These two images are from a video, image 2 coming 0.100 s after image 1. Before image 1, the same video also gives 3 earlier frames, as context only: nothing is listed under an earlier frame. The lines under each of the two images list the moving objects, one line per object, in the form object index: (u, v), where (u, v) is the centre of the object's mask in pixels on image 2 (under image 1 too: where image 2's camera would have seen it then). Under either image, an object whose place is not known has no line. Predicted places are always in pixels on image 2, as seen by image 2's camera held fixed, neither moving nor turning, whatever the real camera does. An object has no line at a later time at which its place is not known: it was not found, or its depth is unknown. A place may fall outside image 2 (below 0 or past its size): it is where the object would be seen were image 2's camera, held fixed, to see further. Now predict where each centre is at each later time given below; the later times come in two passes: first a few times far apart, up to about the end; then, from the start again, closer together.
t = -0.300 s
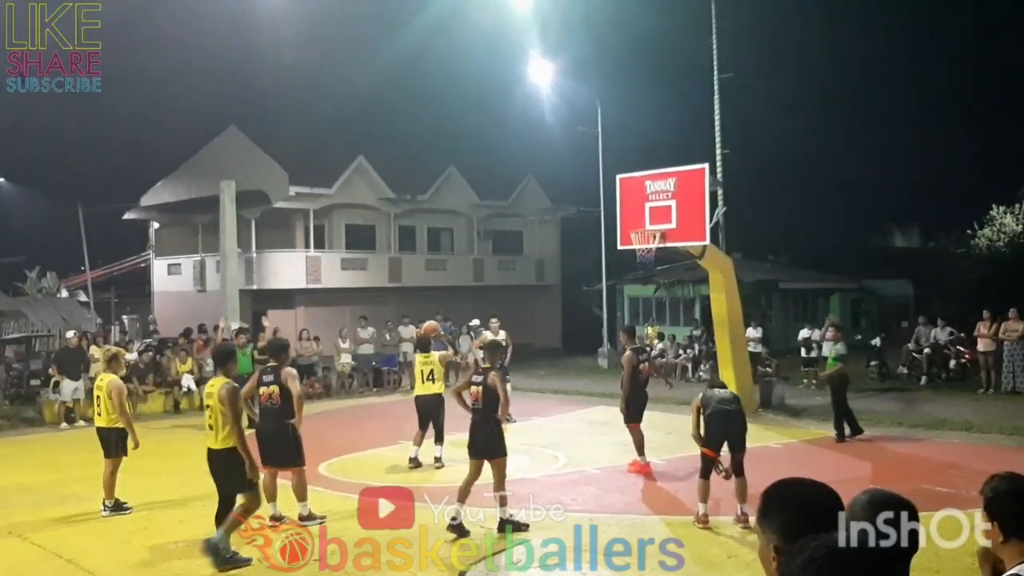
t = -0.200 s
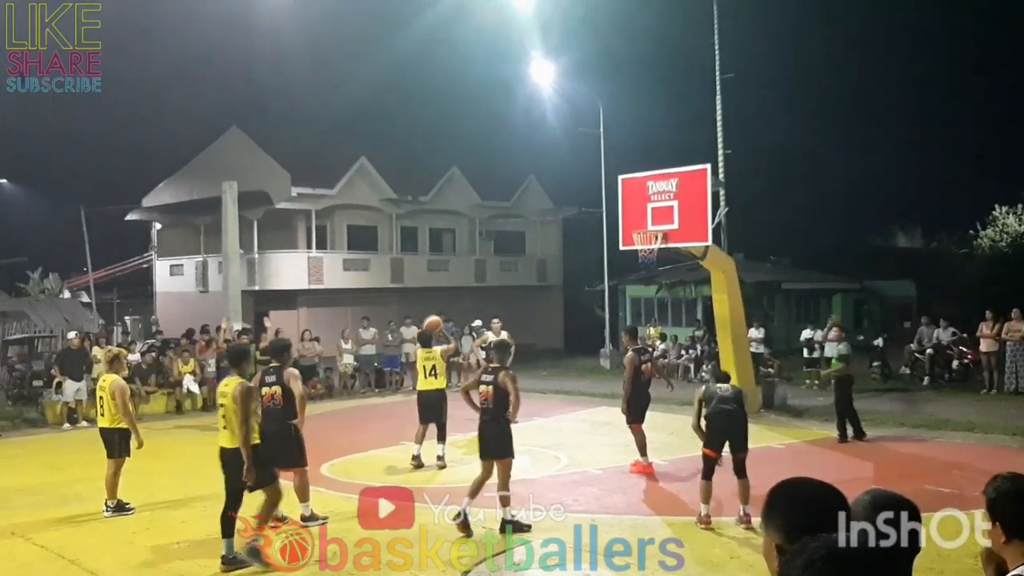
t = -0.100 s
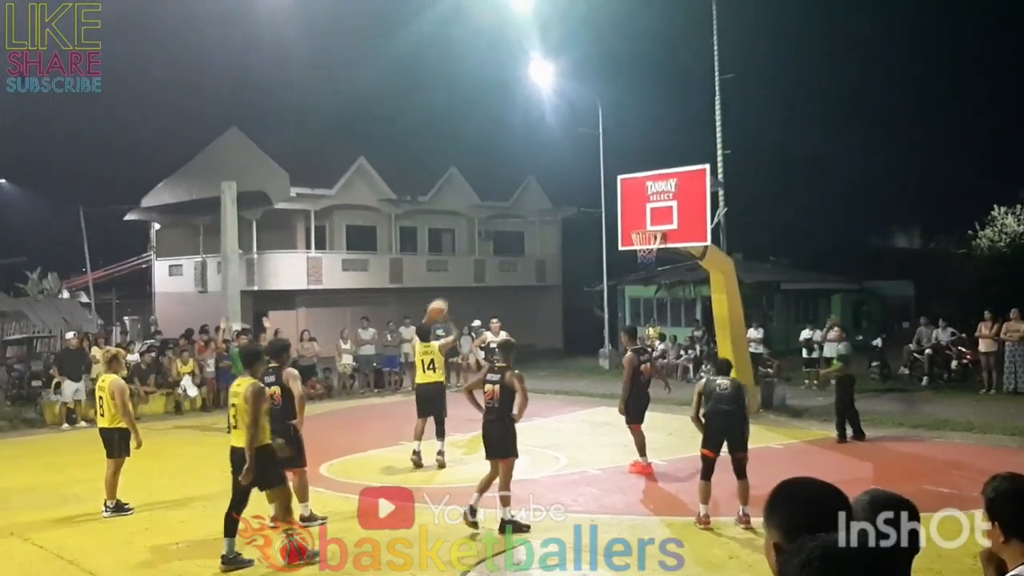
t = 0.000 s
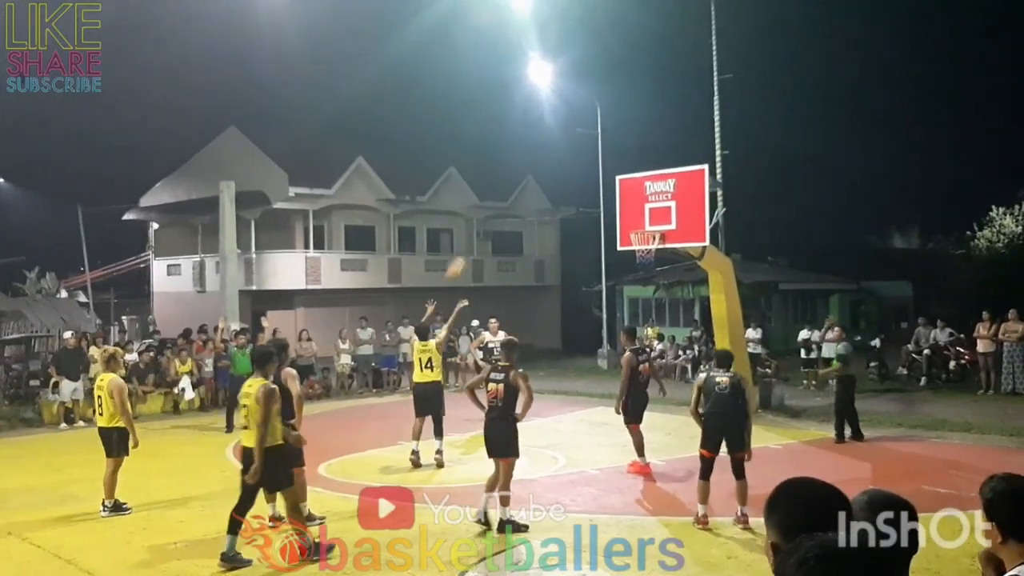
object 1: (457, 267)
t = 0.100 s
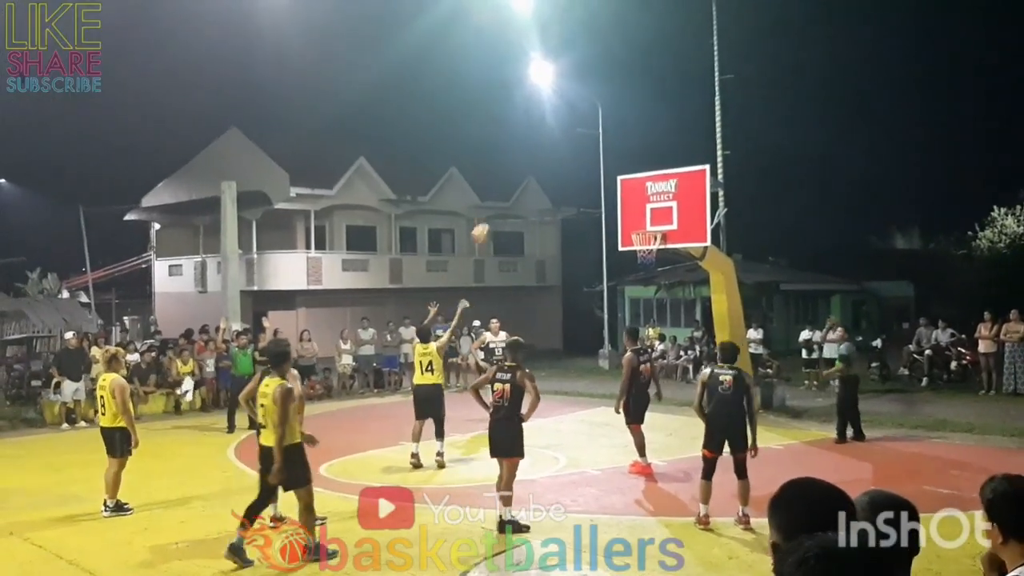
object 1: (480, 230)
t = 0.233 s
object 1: (510, 197)
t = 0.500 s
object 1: (561, 168)
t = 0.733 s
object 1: (603, 181)
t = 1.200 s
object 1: (654, 265)
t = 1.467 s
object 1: (659, 325)
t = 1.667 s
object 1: (664, 401)
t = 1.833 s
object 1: (654, 379)
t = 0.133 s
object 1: (487, 221)
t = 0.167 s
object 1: (495, 213)
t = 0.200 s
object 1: (502, 205)
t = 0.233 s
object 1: (510, 197)
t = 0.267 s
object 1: (515, 191)
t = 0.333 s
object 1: (529, 179)
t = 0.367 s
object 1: (536, 175)
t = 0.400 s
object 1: (543, 172)
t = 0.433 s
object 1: (548, 170)
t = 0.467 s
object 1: (555, 169)
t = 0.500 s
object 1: (561, 168)
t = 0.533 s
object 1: (567, 167)
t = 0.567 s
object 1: (573, 168)
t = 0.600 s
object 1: (580, 170)
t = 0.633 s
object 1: (584, 171)
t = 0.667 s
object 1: (590, 173)
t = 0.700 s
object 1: (595, 176)
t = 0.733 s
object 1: (603, 181)
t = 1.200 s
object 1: (654, 265)
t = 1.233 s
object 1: (654, 270)
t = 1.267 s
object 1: (656, 275)
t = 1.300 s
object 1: (656, 282)
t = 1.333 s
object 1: (656, 290)
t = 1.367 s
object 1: (657, 298)
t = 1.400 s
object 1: (657, 307)
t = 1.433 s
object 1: (658, 316)
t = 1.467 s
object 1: (659, 325)
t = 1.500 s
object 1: (660, 337)
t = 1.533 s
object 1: (662, 349)
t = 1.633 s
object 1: (663, 389)
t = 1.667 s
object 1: (664, 401)
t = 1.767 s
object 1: (659, 400)
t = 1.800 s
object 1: (657, 389)
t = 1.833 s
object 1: (654, 379)
